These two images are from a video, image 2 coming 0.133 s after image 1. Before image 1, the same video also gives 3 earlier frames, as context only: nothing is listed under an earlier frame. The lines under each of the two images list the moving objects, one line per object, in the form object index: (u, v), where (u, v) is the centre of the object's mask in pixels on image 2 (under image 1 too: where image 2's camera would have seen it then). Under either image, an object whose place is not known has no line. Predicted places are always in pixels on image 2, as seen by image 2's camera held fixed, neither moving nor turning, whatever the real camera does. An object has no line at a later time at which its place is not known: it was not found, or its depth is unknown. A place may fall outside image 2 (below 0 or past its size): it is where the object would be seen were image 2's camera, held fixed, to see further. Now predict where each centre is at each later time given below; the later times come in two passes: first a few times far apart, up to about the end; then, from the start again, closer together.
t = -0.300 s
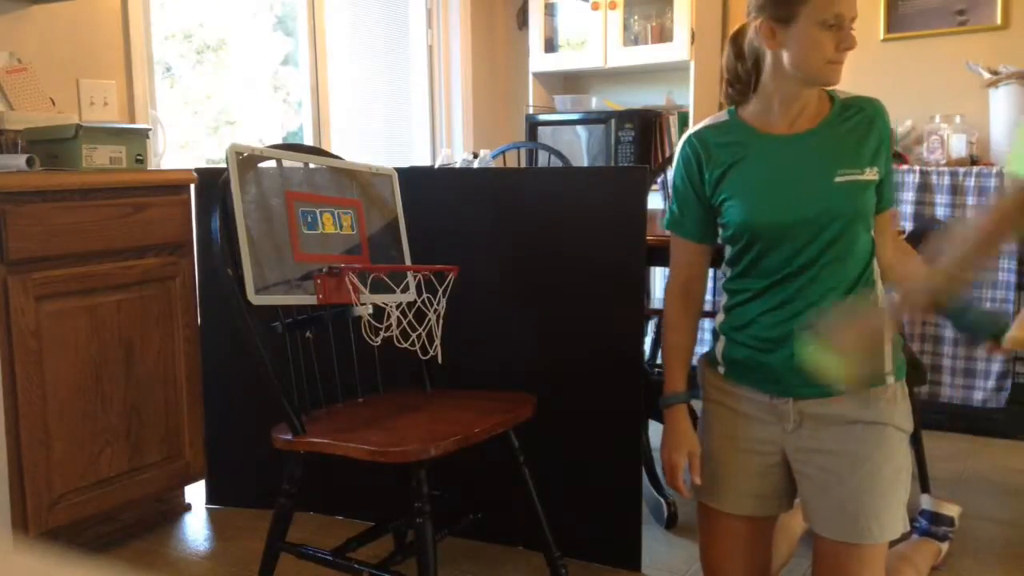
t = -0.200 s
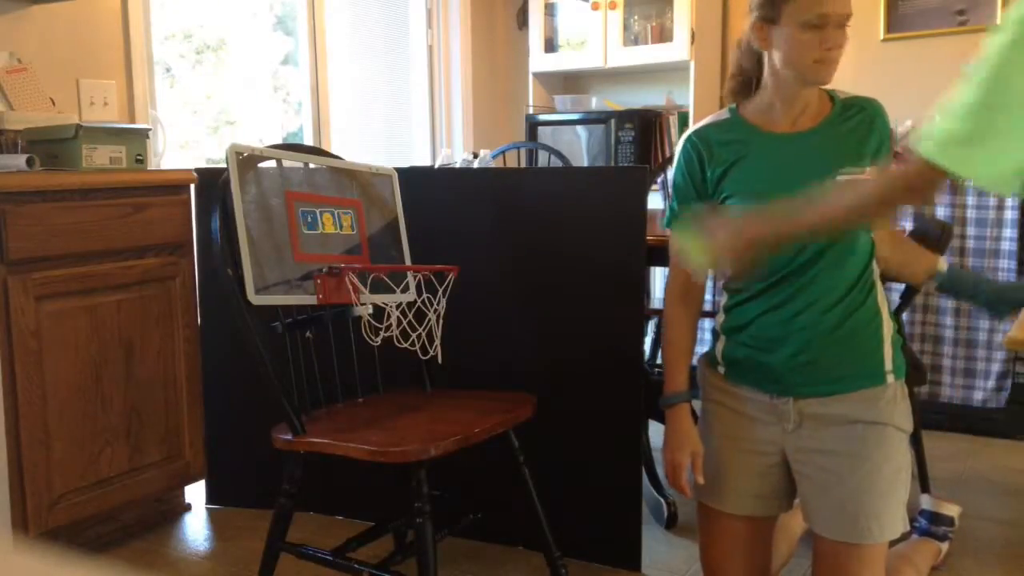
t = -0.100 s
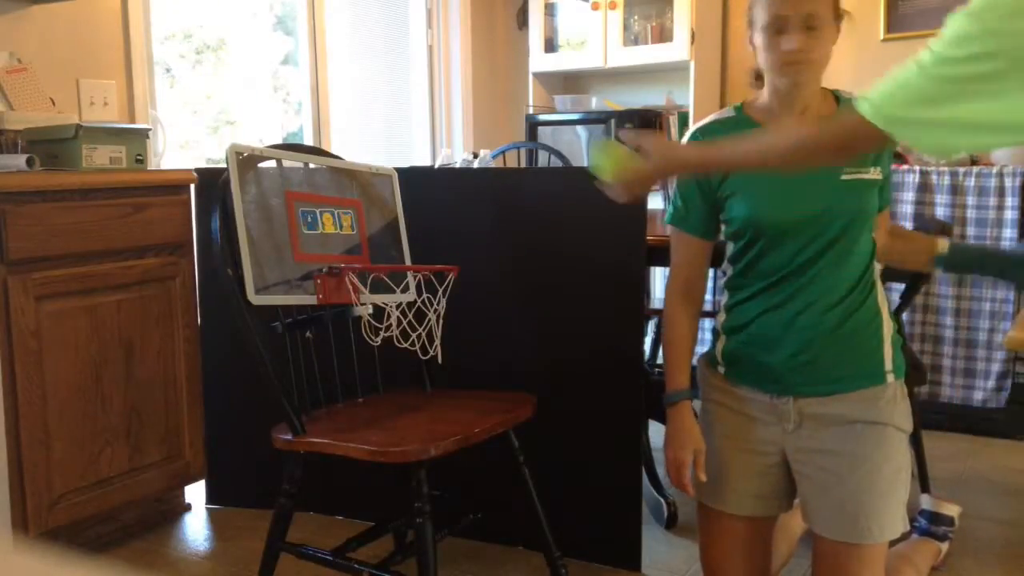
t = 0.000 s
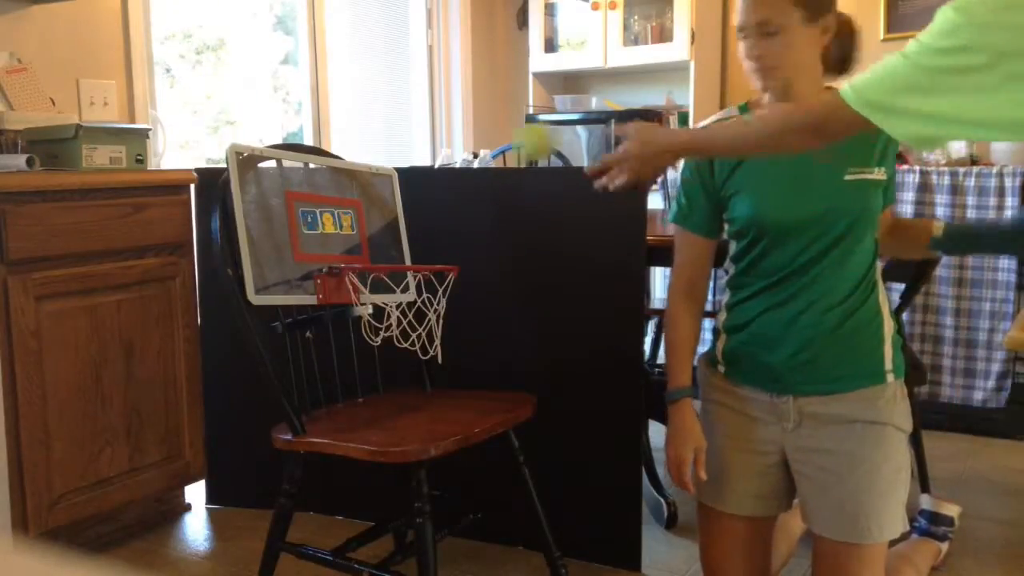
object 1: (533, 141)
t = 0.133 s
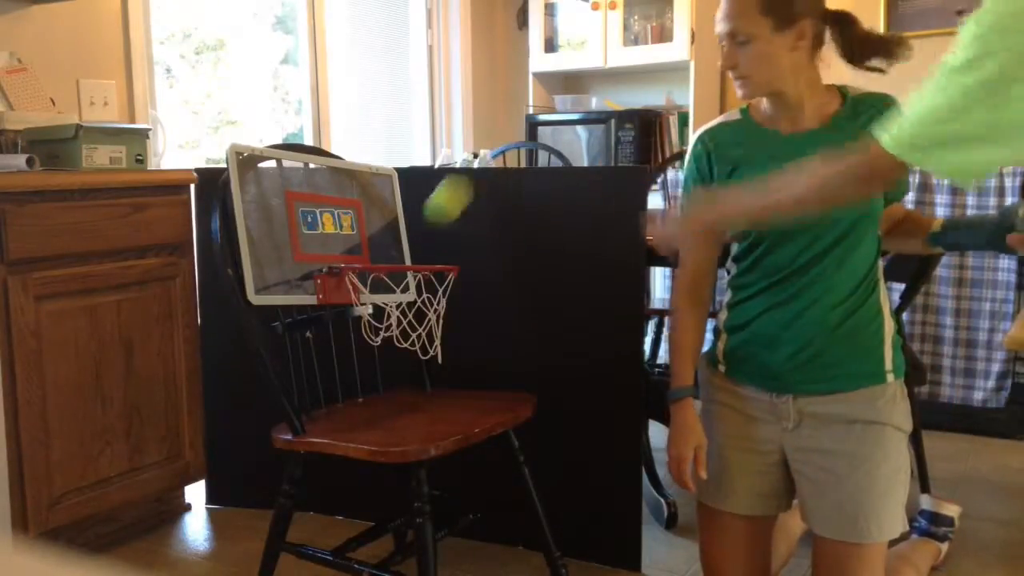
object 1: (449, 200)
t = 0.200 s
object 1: (412, 255)
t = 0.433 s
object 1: (348, 322)
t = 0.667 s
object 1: (435, 390)
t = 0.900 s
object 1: (455, 398)
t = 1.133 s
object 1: (467, 406)
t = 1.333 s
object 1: (489, 423)
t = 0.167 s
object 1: (431, 225)
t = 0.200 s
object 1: (412, 255)
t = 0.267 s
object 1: (376, 331)
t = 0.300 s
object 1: (362, 369)
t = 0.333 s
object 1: (347, 379)
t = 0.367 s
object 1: (336, 346)
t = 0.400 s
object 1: (339, 325)
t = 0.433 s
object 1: (348, 322)
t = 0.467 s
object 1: (362, 321)
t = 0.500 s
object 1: (374, 326)
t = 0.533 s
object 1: (388, 339)
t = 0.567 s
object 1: (402, 357)
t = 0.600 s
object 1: (417, 380)
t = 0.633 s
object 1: (429, 402)
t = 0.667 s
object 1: (435, 390)
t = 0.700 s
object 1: (437, 374)
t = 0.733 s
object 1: (440, 364)
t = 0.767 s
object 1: (443, 359)
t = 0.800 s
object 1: (446, 360)
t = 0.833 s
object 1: (449, 367)
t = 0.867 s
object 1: (452, 380)
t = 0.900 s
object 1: (455, 398)
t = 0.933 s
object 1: (458, 407)
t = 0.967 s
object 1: (459, 393)
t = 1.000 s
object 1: (461, 384)
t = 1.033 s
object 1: (463, 381)
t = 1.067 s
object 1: (464, 383)
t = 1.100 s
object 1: (466, 392)
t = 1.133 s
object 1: (467, 406)
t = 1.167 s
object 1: (470, 408)
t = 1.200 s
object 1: (474, 399)
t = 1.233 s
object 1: (477, 397)
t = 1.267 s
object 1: (481, 399)
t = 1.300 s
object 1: (485, 409)
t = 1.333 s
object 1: (489, 423)
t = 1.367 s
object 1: (493, 443)
